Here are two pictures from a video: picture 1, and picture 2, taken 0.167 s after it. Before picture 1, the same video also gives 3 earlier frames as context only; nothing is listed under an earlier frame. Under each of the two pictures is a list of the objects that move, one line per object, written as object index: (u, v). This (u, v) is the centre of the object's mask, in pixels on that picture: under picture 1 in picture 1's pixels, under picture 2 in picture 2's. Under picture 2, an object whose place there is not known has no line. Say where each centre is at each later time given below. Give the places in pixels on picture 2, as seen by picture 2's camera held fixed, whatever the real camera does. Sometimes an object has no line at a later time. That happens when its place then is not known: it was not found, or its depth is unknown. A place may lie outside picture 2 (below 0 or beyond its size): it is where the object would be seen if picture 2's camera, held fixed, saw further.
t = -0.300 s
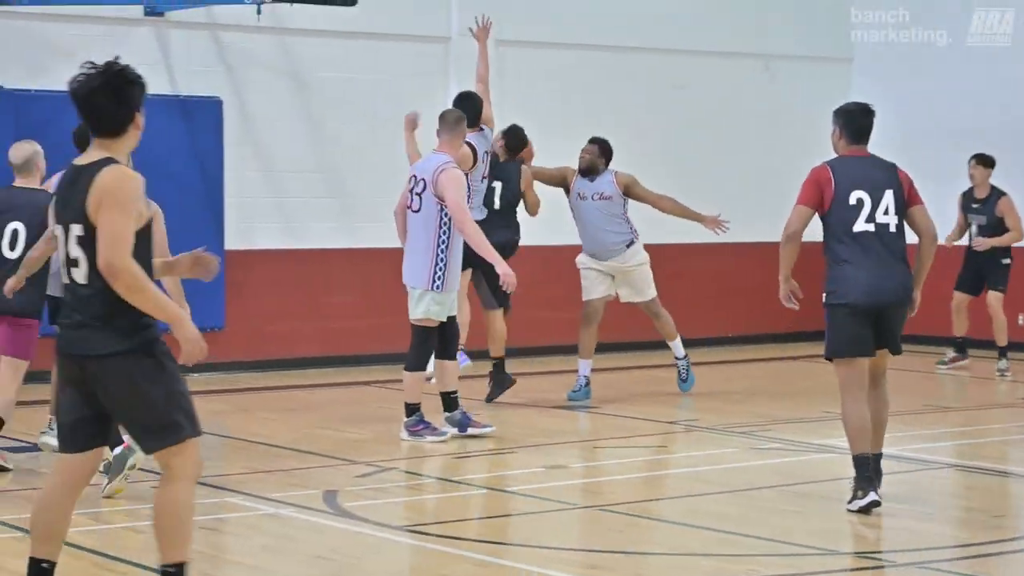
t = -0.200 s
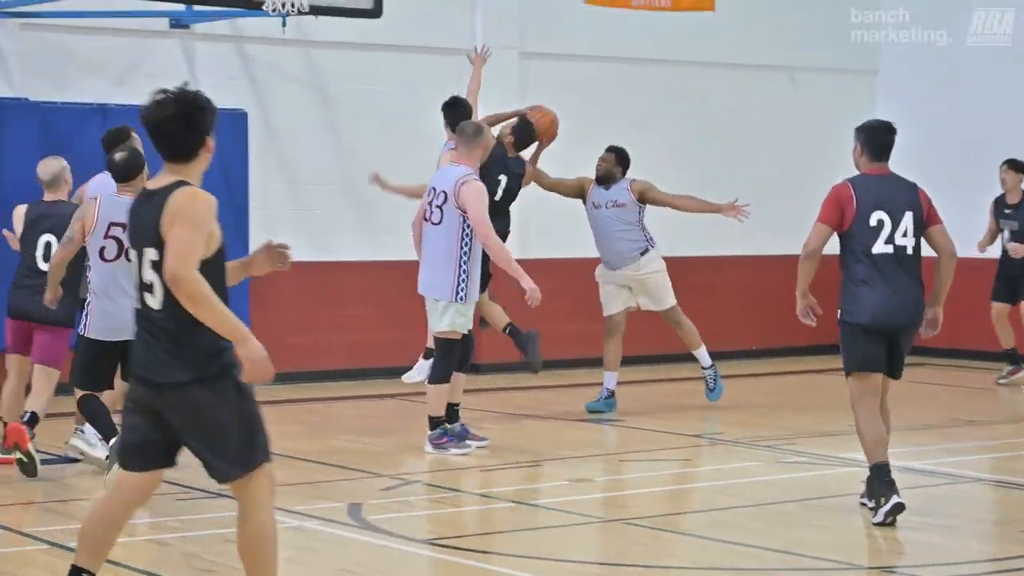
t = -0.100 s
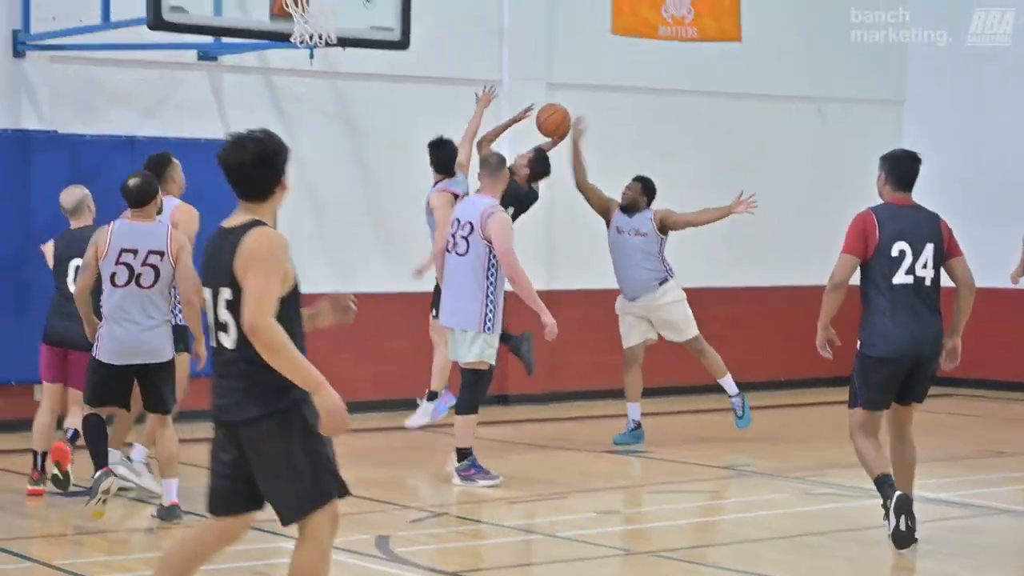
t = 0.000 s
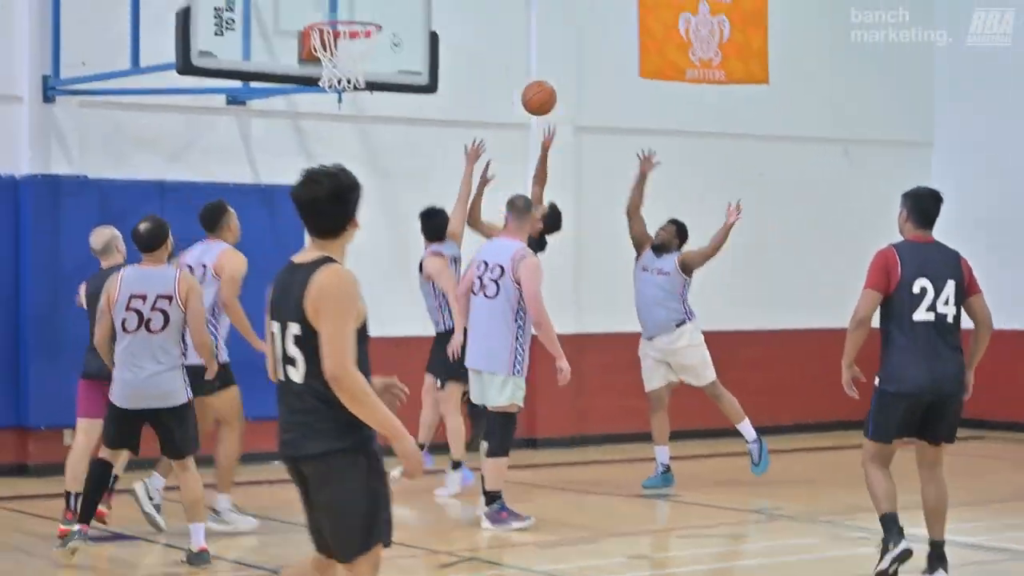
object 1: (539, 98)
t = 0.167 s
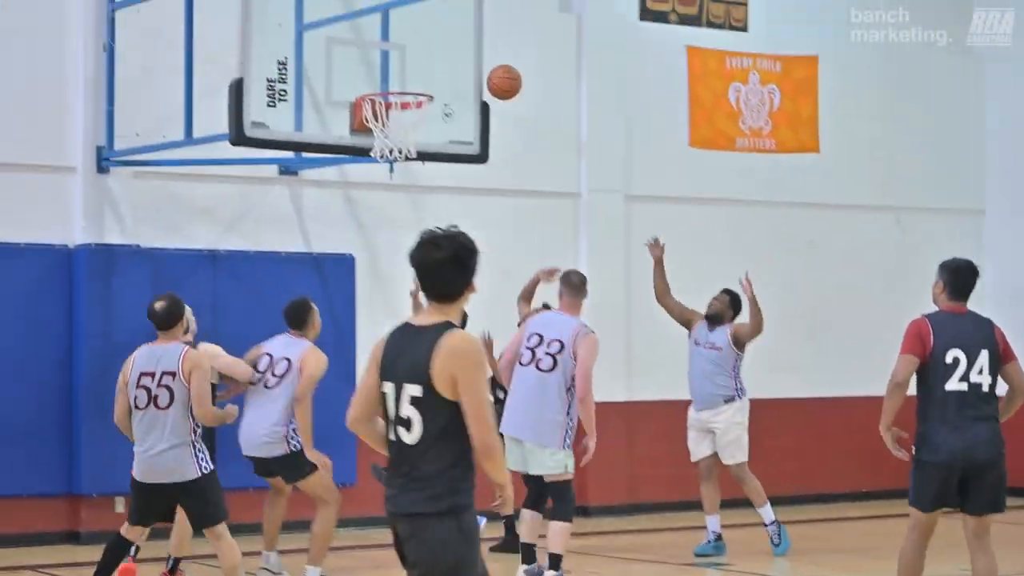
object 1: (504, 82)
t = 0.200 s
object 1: (488, 70)
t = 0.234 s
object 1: (474, 59)
